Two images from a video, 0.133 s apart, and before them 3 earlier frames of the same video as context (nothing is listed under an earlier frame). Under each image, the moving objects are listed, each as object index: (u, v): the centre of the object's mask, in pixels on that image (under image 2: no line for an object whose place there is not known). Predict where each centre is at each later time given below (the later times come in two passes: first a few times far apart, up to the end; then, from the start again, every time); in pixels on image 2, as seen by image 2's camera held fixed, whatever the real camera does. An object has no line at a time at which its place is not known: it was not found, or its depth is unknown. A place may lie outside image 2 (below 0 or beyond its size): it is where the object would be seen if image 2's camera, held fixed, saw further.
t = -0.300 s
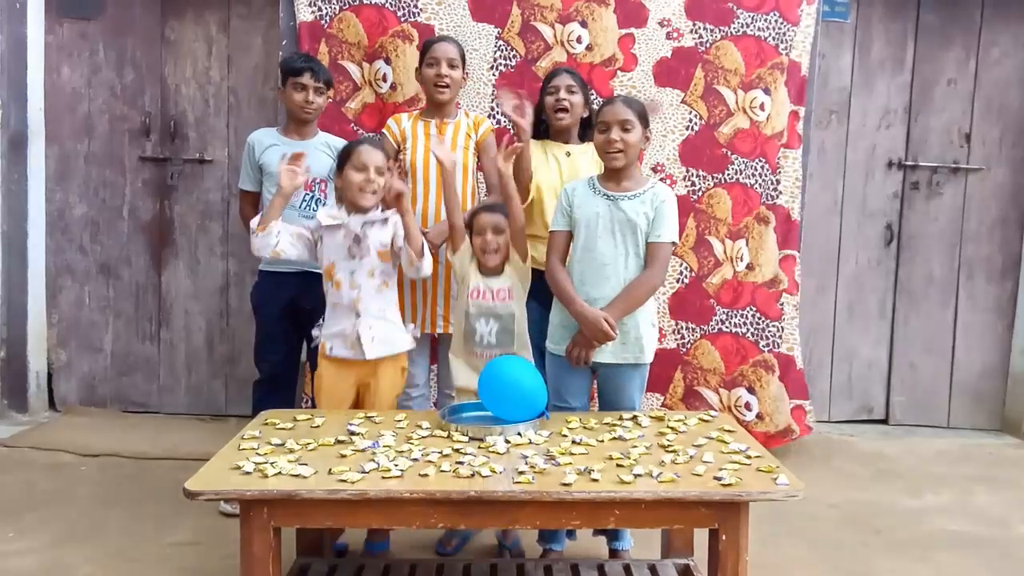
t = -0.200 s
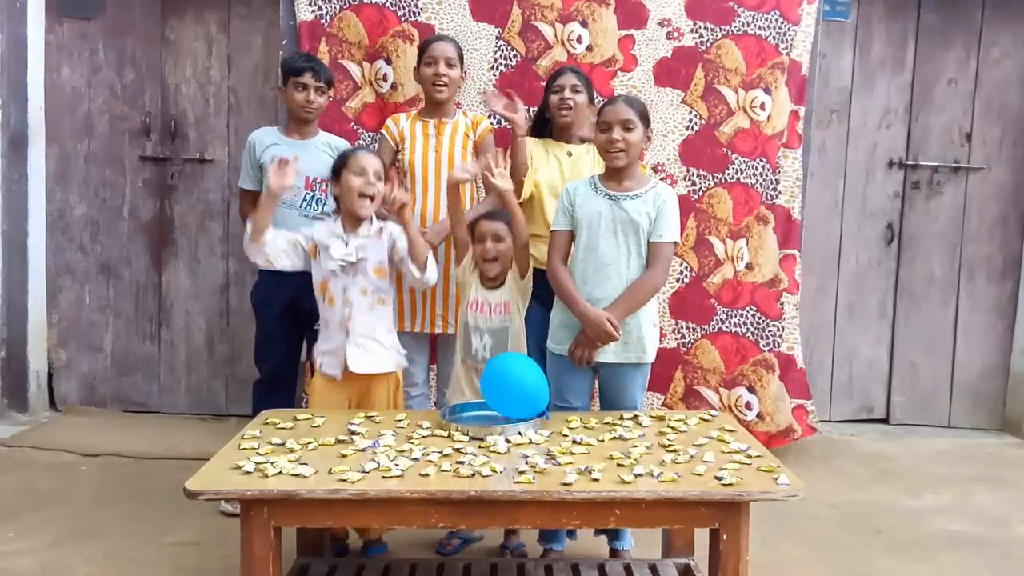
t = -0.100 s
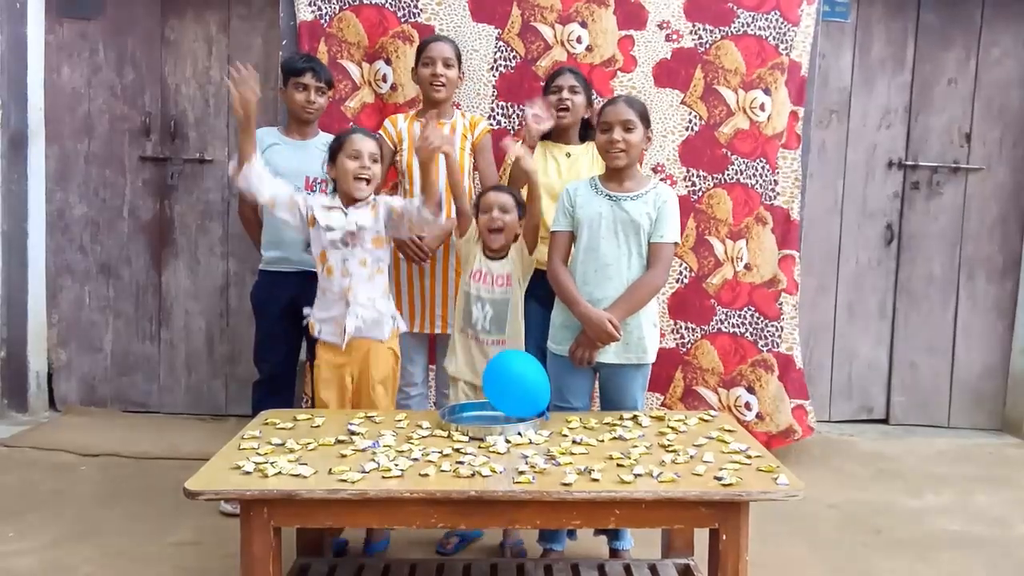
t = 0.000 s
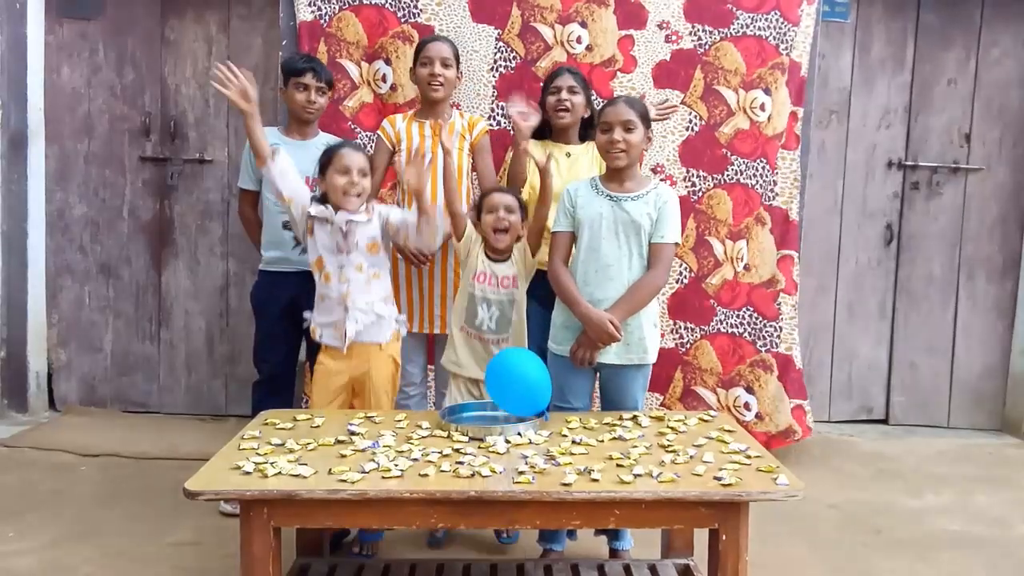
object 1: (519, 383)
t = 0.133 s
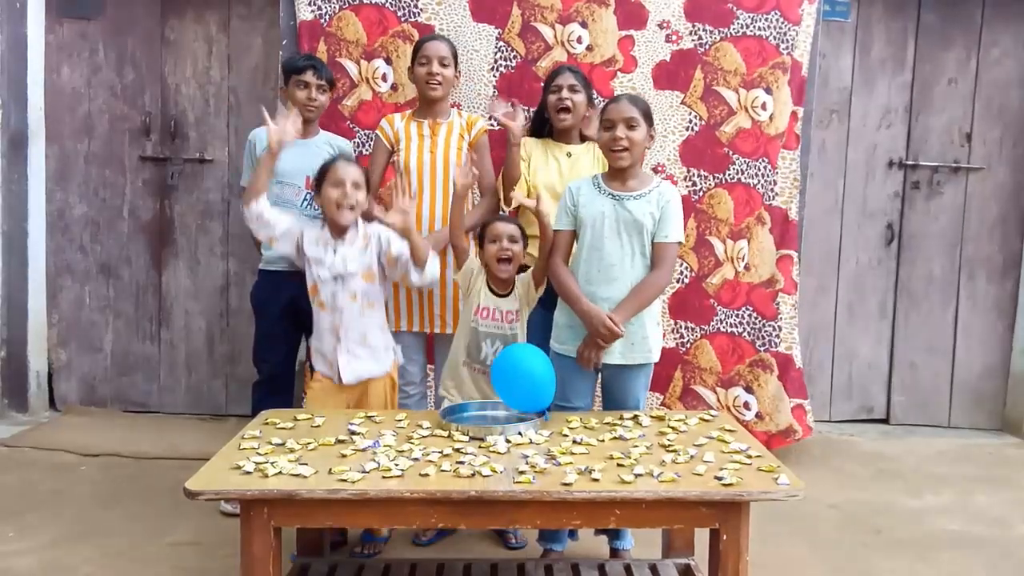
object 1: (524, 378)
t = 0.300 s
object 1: (537, 373)
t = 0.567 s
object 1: (590, 381)
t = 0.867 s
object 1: (675, 376)
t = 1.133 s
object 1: (737, 393)
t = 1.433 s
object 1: (783, 385)
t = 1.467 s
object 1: (786, 388)
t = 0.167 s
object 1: (525, 377)
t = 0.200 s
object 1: (527, 377)
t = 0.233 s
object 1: (530, 375)
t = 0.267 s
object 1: (533, 374)
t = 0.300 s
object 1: (537, 373)
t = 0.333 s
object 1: (541, 373)
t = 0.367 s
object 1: (547, 373)
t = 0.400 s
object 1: (552, 374)
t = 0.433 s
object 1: (559, 376)
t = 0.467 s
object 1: (566, 379)
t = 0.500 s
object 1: (574, 382)
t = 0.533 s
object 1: (581, 382)
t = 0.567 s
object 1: (590, 381)
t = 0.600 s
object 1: (600, 382)
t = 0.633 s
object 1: (610, 383)
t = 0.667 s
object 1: (620, 385)
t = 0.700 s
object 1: (631, 388)
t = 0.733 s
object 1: (641, 390)
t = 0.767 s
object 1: (650, 385)
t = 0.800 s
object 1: (658, 381)
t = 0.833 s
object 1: (666, 378)
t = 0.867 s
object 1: (675, 376)
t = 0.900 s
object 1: (682, 375)
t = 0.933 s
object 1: (691, 374)
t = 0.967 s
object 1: (698, 375)
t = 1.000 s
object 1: (706, 377)
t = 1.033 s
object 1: (715, 380)
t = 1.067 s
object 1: (721, 384)
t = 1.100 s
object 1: (729, 389)
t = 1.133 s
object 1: (737, 393)
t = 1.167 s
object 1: (743, 390)
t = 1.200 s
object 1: (749, 387)
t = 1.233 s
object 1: (755, 385)
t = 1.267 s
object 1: (760, 383)
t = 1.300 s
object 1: (765, 382)
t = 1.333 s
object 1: (770, 381)
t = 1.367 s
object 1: (774, 381)
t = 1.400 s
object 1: (778, 383)
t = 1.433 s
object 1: (783, 385)
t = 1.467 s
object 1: (786, 388)
